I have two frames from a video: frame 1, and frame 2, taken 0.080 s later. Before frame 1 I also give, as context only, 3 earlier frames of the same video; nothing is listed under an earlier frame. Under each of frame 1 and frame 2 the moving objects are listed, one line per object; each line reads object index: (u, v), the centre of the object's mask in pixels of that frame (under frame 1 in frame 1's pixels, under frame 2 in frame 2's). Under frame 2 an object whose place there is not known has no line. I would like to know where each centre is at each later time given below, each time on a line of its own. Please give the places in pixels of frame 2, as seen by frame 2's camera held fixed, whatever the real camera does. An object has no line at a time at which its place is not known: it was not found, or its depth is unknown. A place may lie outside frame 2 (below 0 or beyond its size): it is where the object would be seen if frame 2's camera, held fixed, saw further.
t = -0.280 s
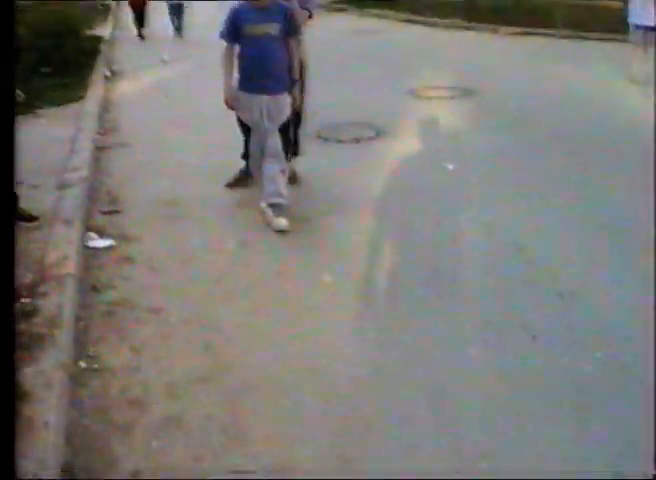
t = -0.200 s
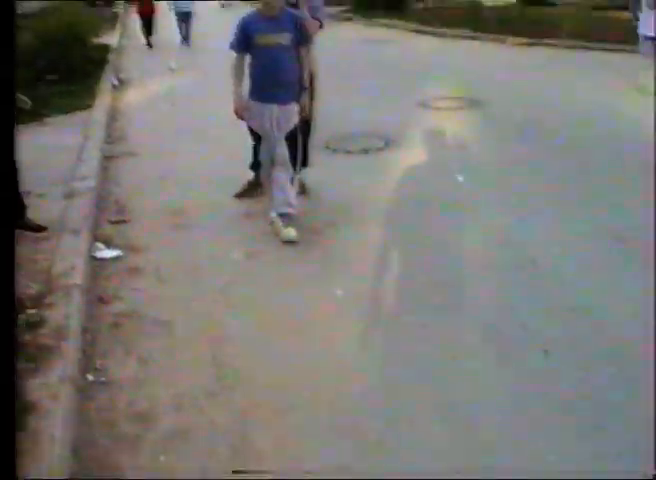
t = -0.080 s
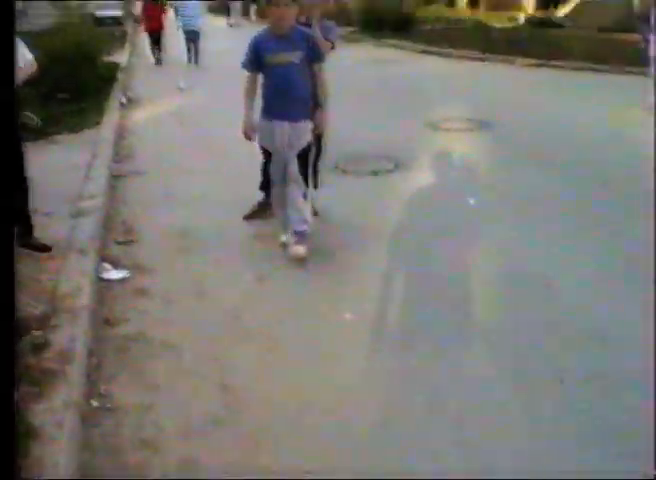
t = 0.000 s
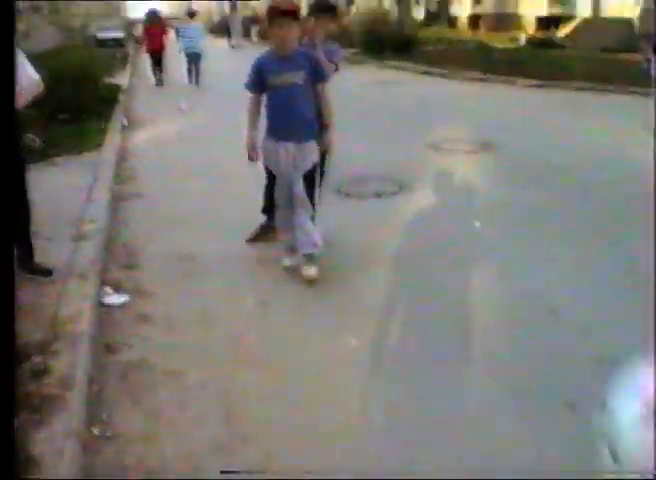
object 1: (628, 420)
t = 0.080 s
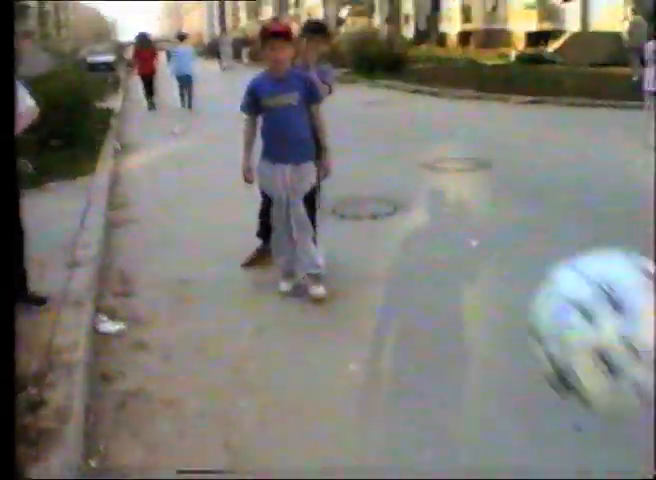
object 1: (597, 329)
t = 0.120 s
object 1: (571, 293)
